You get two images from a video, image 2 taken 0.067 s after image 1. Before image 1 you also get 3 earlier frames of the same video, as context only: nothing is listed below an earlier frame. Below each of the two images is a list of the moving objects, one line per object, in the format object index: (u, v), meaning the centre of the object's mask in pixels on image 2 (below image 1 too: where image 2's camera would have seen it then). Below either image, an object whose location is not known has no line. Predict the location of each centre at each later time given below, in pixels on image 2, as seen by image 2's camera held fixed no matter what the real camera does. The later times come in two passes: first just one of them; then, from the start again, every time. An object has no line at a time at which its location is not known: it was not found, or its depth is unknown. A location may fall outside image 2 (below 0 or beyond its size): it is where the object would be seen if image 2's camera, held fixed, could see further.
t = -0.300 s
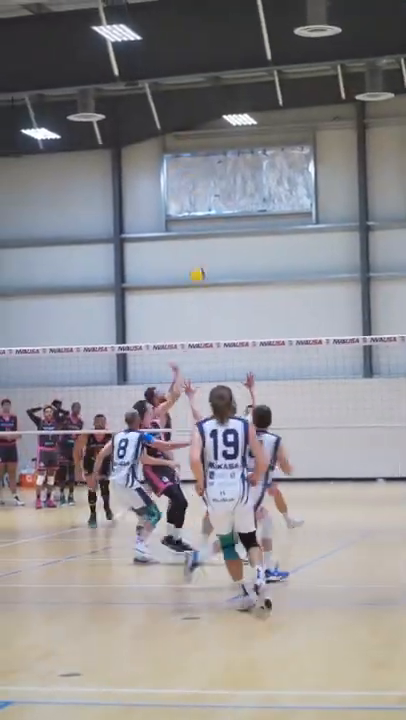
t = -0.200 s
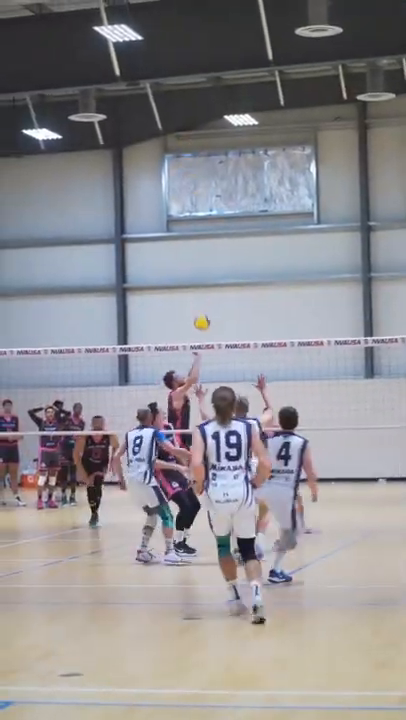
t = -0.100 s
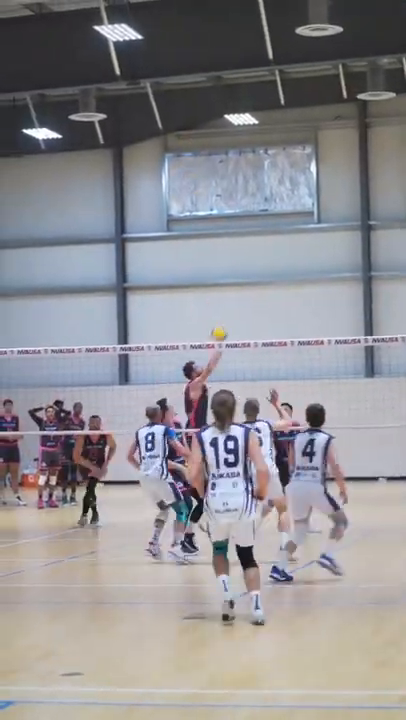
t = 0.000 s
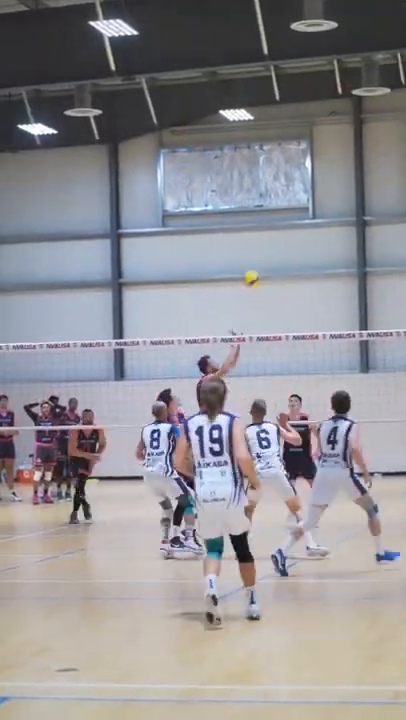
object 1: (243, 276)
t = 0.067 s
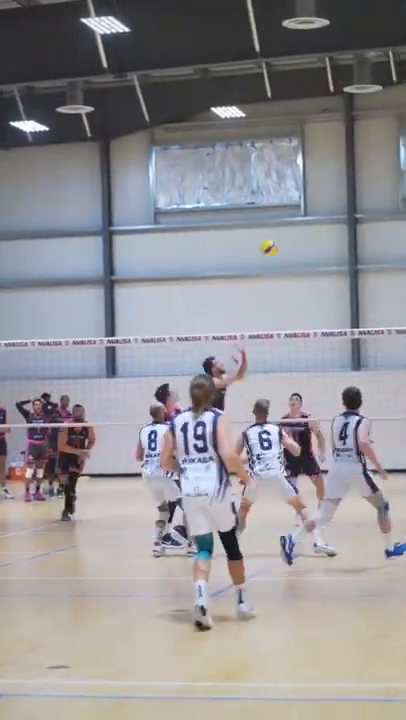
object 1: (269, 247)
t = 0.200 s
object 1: (320, 200)
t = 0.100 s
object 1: (281, 234)
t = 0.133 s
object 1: (294, 222)
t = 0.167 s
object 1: (307, 211)
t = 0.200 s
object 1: (320, 200)
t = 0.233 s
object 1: (332, 191)
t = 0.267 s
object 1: (345, 181)
